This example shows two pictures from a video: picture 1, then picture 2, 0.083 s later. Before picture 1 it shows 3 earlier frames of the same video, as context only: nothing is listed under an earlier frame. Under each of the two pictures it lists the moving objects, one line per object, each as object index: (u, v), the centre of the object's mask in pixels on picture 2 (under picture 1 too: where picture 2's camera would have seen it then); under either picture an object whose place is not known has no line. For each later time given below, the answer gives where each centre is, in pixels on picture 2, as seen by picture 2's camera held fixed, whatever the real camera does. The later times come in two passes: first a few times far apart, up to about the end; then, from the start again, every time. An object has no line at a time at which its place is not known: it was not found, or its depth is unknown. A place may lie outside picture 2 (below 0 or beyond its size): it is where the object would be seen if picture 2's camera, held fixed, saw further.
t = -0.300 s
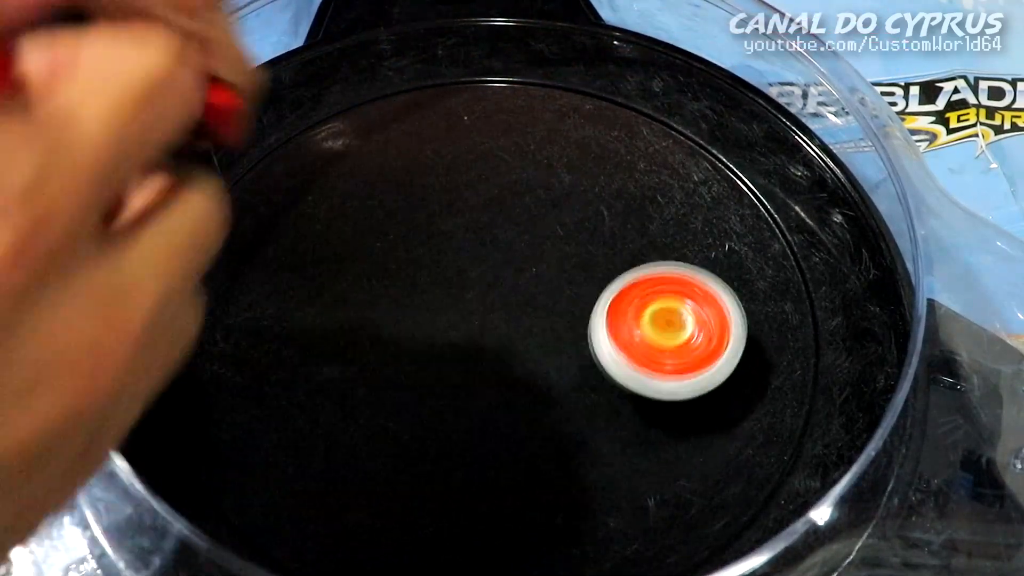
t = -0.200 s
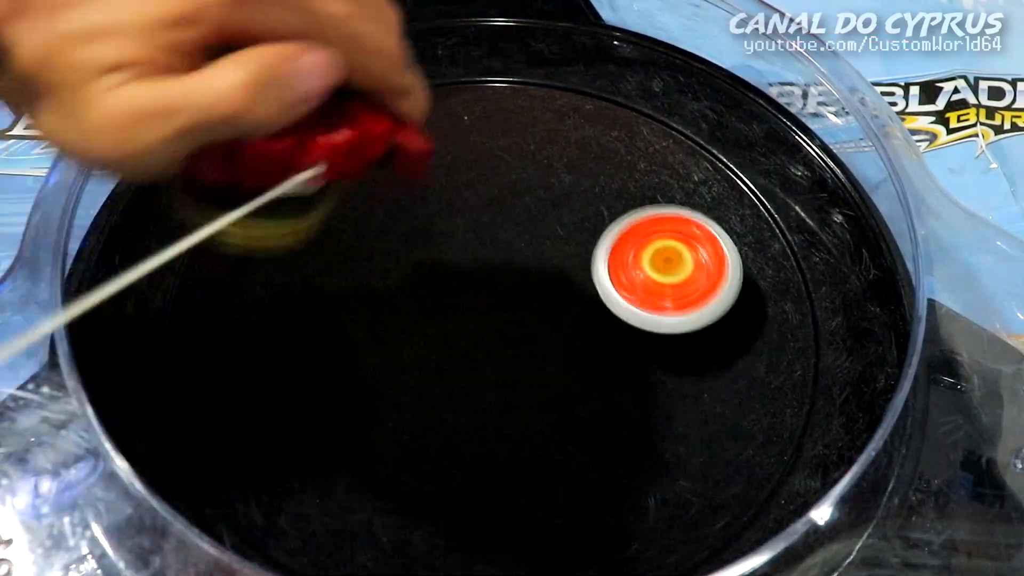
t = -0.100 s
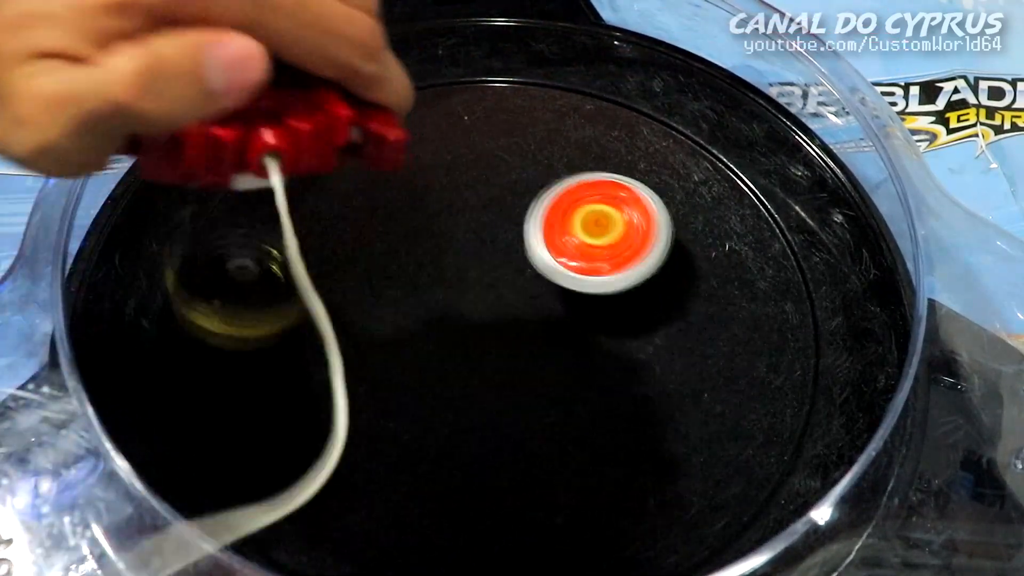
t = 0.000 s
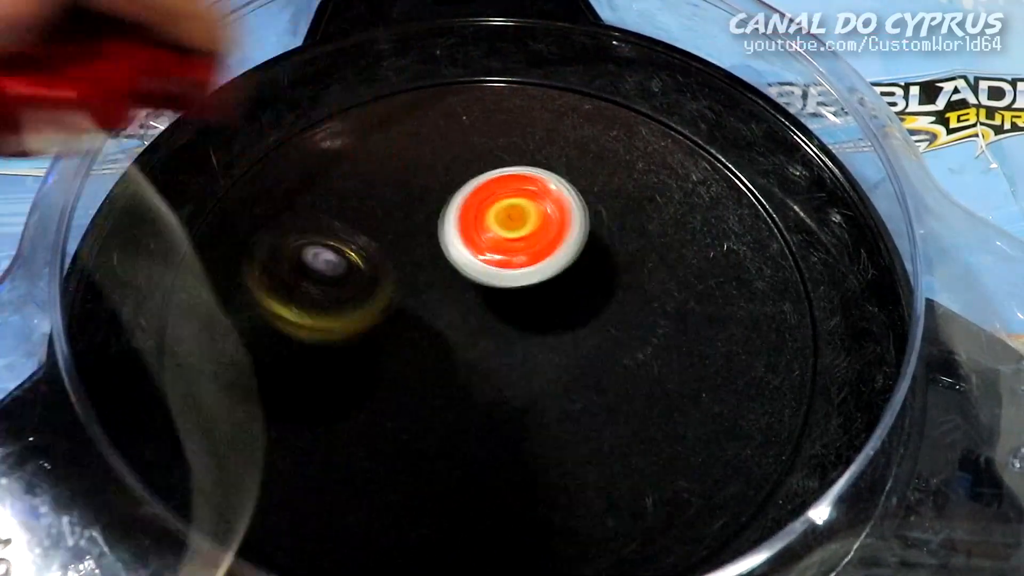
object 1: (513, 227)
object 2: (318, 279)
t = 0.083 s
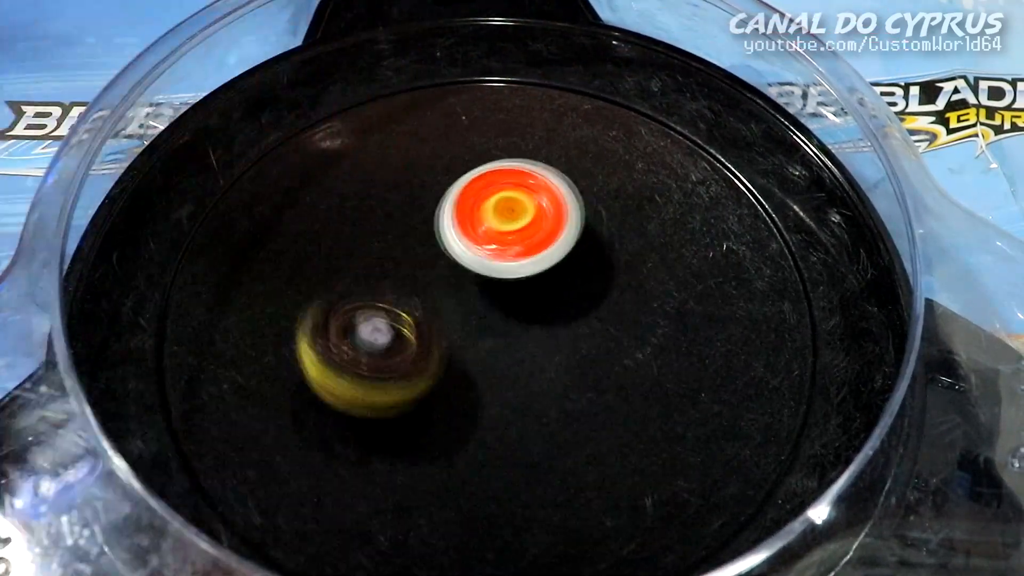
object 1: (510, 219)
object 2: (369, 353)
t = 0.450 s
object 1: (524, 251)
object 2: (562, 522)
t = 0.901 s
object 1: (469, 256)
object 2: (663, 359)
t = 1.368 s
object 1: (244, 386)
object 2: (651, 304)
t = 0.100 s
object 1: (521, 214)
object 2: (372, 370)
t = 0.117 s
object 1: (534, 209)
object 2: (378, 388)
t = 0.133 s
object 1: (545, 205)
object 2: (386, 407)
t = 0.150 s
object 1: (556, 203)
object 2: (394, 420)
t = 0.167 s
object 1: (565, 201)
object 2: (405, 441)
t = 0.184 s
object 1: (573, 201)
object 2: (417, 456)
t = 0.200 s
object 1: (581, 201)
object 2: (431, 473)
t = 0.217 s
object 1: (587, 201)
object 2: (444, 487)
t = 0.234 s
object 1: (592, 201)
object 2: (458, 502)
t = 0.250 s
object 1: (594, 201)
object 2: (471, 511)
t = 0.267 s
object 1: (595, 202)
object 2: (484, 519)
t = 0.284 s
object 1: (594, 204)
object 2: (494, 525)
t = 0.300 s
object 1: (591, 206)
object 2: (505, 531)
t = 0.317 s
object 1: (587, 210)
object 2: (516, 535)
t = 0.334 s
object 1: (582, 214)
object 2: (525, 540)
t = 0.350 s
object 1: (576, 219)
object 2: (534, 542)
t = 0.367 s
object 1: (568, 224)
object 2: (540, 542)
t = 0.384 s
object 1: (560, 230)
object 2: (546, 539)
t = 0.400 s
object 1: (551, 237)
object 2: (551, 538)
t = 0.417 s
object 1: (543, 243)
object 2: (554, 533)
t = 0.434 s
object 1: (532, 247)
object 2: (558, 528)
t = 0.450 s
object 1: (524, 251)
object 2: (562, 522)
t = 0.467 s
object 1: (515, 256)
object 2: (563, 517)
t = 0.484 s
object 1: (507, 261)
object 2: (564, 508)
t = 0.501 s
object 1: (500, 265)
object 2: (564, 494)
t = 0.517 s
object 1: (495, 273)
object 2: (564, 482)
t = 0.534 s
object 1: (489, 280)
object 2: (563, 466)
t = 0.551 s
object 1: (485, 287)
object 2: (562, 449)
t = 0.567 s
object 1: (482, 294)
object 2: (561, 435)
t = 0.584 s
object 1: (481, 301)
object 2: (560, 418)
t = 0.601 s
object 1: (476, 296)
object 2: (567, 410)
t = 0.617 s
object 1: (465, 286)
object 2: (577, 406)
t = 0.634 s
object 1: (453, 280)
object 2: (587, 405)
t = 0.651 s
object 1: (445, 273)
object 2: (596, 406)
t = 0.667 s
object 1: (440, 263)
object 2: (606, 402)
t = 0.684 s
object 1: (436, 256)
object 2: (614, 400)
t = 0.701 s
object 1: (431, 252)
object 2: (621, 396)
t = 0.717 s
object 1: (429, 244)
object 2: (629, 393)
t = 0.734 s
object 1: (428, 240)
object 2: (636, 390)
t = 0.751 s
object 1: (428, 239)
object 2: (641, 388)
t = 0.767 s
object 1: (429, 237)
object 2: (647, 383)
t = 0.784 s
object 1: (432, 235)
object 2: (651, 380)
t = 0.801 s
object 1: (434, 238)
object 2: (655, 377)
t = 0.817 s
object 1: (439, 238)
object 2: (657, 374)
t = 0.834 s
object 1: (445, 238)
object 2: (659, 372)
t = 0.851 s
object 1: (451, 241)
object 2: (661, 368)
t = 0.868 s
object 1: (458, 243)
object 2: (662, 364)
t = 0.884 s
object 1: (464, 249)
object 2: (663, 363)
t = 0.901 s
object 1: (469, 256)
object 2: (663, 359)
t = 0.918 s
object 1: (473, 262)
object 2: (662, 358)
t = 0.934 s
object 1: (476, 271)
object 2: (662, 354)
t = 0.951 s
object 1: (480, 281)
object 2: (660, 351)
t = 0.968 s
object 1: (484, 291)
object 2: (658, 348)
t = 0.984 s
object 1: (488, 302)
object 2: (656, 345)
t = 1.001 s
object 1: (491, 312)
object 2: (653, 343)
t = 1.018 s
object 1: (494, 320)
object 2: (651, 341)
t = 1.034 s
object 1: (487, 328)
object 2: (654, 343)
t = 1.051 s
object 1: (456, 332)
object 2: (685, 338)
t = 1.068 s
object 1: (420, 336)
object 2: (717, 330)
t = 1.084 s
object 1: (389, 339)
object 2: (746, 326)
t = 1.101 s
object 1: (359, 343)
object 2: (774, 321)
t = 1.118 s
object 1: (330, 344)
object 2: (801, 317)
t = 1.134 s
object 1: (305, 344)
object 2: (818, 313)
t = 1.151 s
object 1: (278, 346)
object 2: (817, 303)
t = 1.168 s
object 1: (260, 345)
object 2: (813, 297)
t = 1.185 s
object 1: (243, 348)
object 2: (809, 296)
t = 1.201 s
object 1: (230, 347)
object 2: (802, 299)
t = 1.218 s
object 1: (222, 345)
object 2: (792, 305)
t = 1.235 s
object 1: (214, 347)
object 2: (784, 306)
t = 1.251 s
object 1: (210, 351)
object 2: (772, 302)
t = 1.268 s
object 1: (206, 355)
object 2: (757, 303)
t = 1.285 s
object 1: (205, 359)
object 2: (740, 307)
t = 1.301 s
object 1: (208, 363)
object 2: (726, 304)
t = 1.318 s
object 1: (213, 368)
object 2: (706, 305)
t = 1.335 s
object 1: (220, 375)
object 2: (689, 307)
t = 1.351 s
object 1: (232, 380)
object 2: (671, 303)
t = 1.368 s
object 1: (244, 386)
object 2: (651, 304)
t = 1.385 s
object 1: (259, 393)
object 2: (626, 305)
